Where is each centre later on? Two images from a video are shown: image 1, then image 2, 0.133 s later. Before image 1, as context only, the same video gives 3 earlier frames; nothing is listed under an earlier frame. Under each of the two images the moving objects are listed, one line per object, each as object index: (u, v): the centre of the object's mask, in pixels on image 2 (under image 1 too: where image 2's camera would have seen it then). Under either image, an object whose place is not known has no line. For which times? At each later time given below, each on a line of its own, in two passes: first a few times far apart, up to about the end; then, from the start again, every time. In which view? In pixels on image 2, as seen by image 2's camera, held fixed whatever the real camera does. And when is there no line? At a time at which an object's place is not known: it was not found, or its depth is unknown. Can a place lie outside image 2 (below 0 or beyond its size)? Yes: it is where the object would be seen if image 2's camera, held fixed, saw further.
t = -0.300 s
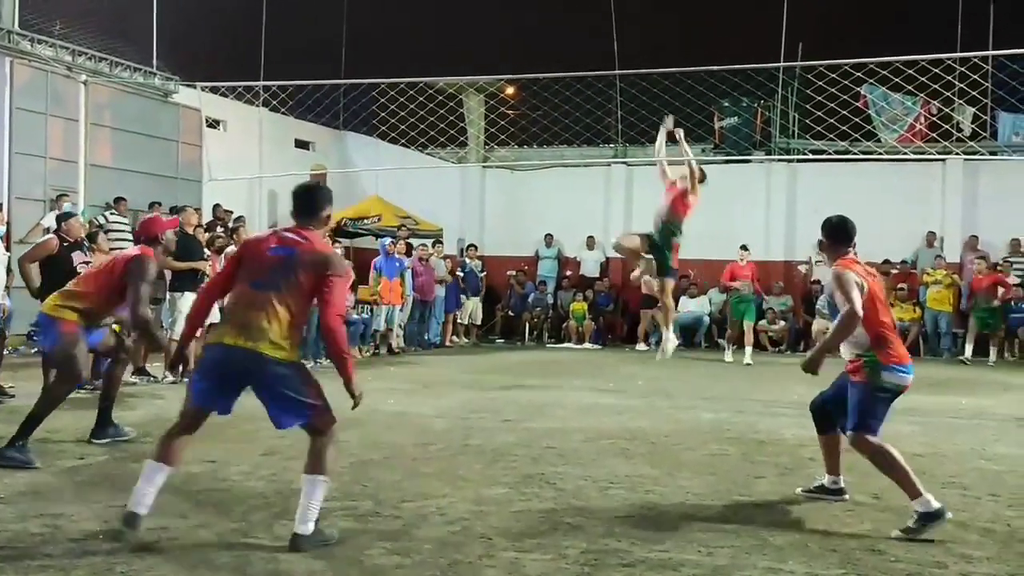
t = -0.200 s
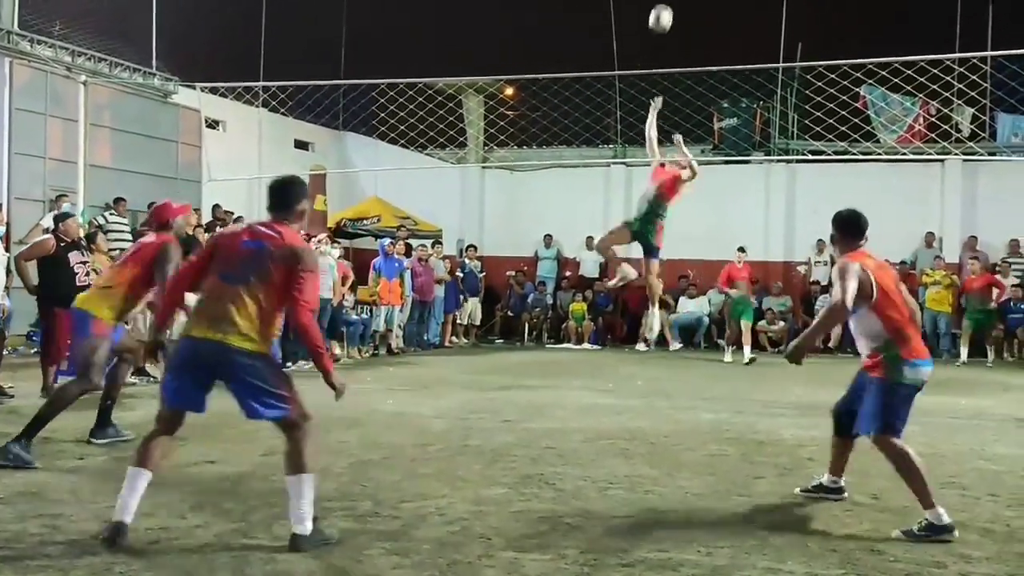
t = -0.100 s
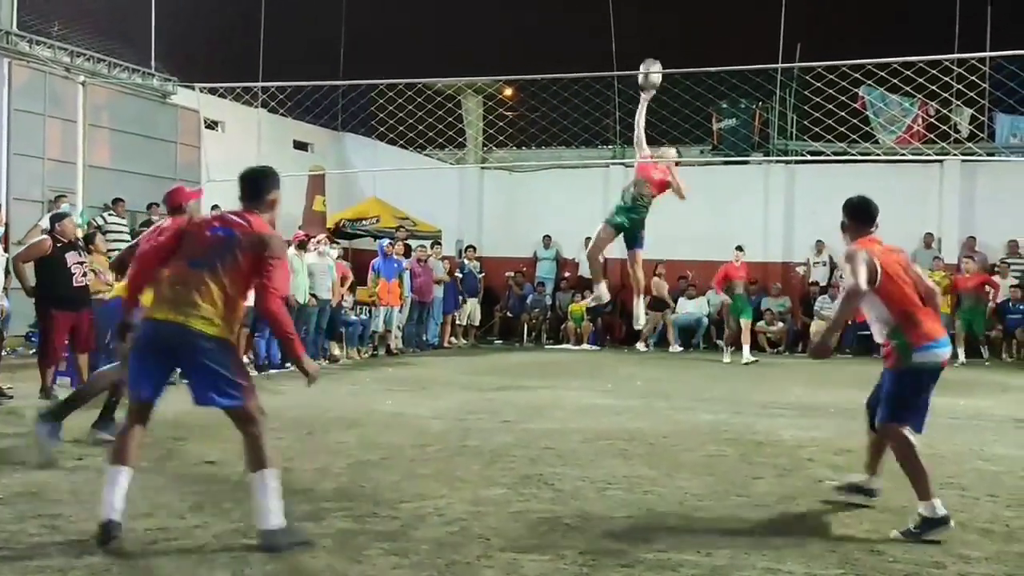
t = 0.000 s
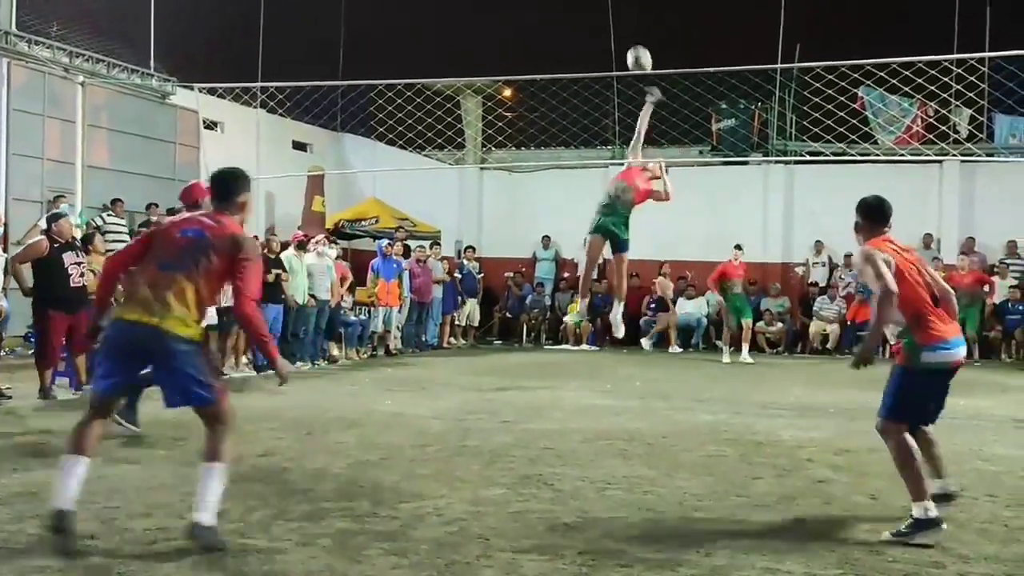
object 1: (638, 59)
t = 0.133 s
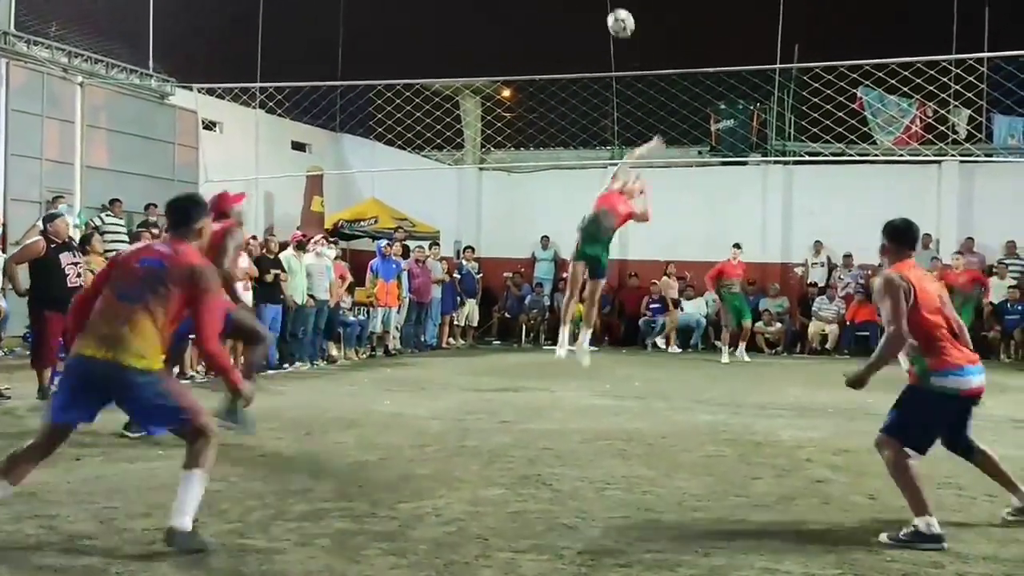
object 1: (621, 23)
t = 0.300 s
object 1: (595, 5)
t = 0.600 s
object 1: (531, 49)
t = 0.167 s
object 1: (616, 16)
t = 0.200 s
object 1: (611, 11)
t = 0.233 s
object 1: (606, 8)
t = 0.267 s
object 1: (600, 7)
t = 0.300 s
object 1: (595, 5)
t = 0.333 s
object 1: (588, 5)
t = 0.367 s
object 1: (581, 5)
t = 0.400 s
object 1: (575, 6)
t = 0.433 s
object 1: (569, 8)
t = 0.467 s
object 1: (562, 10)
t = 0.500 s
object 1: (555, 16)
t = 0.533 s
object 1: (547, 25)
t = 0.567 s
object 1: (539, 36)
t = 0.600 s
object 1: (531, 49)
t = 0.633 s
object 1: (522, 63)
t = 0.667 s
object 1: (512, 81)
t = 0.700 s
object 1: (503, 101)
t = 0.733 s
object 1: (494, 123)
